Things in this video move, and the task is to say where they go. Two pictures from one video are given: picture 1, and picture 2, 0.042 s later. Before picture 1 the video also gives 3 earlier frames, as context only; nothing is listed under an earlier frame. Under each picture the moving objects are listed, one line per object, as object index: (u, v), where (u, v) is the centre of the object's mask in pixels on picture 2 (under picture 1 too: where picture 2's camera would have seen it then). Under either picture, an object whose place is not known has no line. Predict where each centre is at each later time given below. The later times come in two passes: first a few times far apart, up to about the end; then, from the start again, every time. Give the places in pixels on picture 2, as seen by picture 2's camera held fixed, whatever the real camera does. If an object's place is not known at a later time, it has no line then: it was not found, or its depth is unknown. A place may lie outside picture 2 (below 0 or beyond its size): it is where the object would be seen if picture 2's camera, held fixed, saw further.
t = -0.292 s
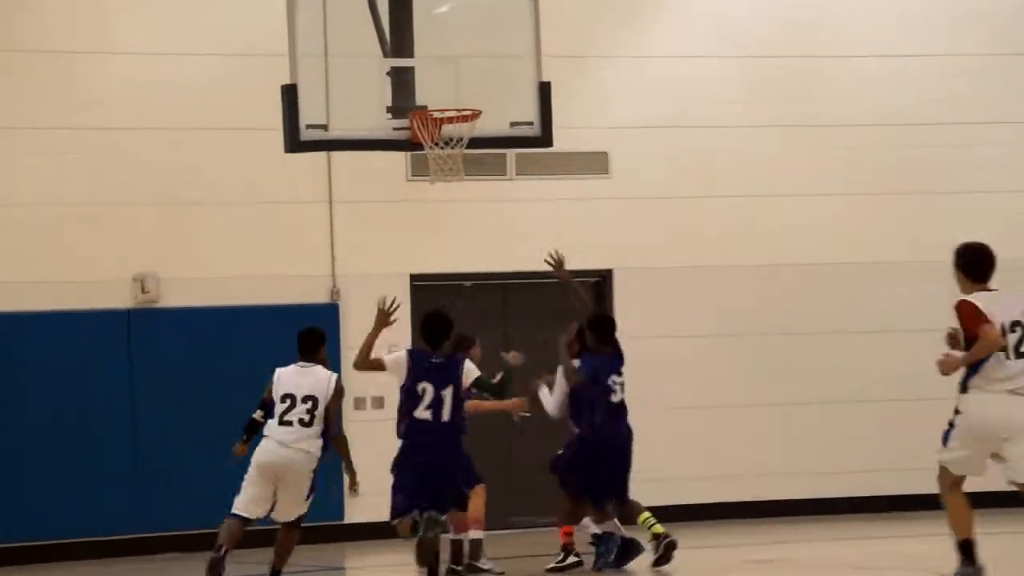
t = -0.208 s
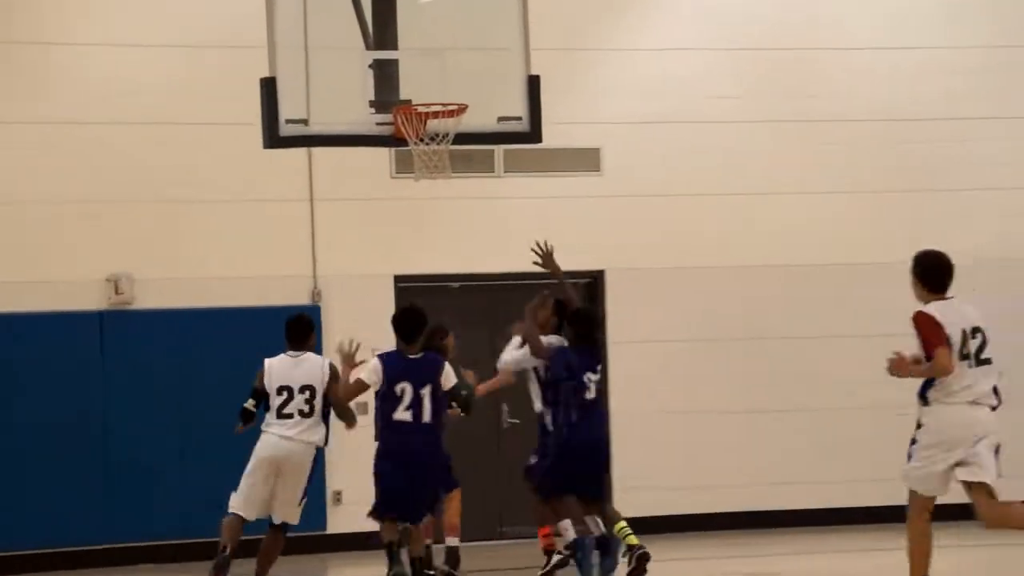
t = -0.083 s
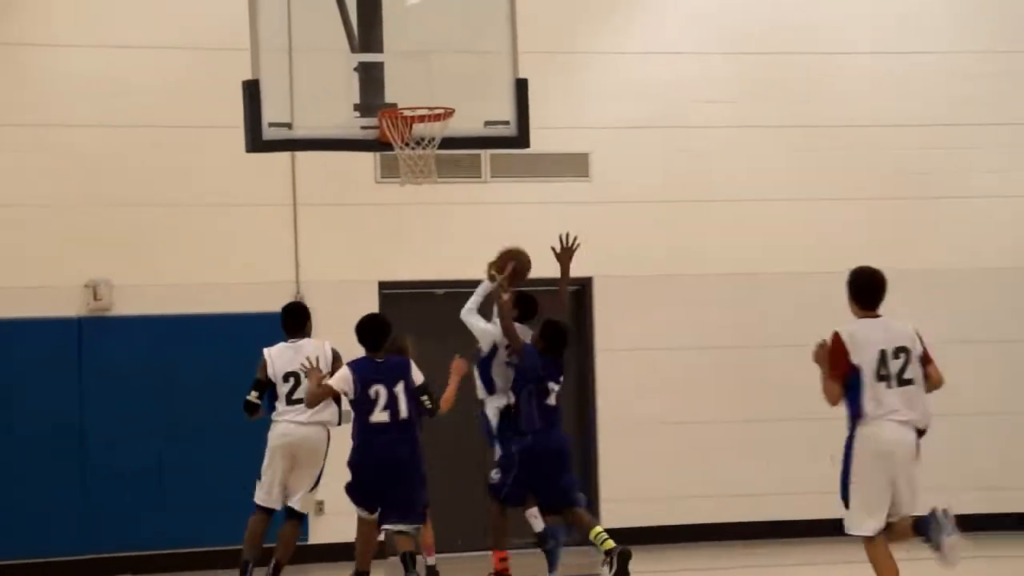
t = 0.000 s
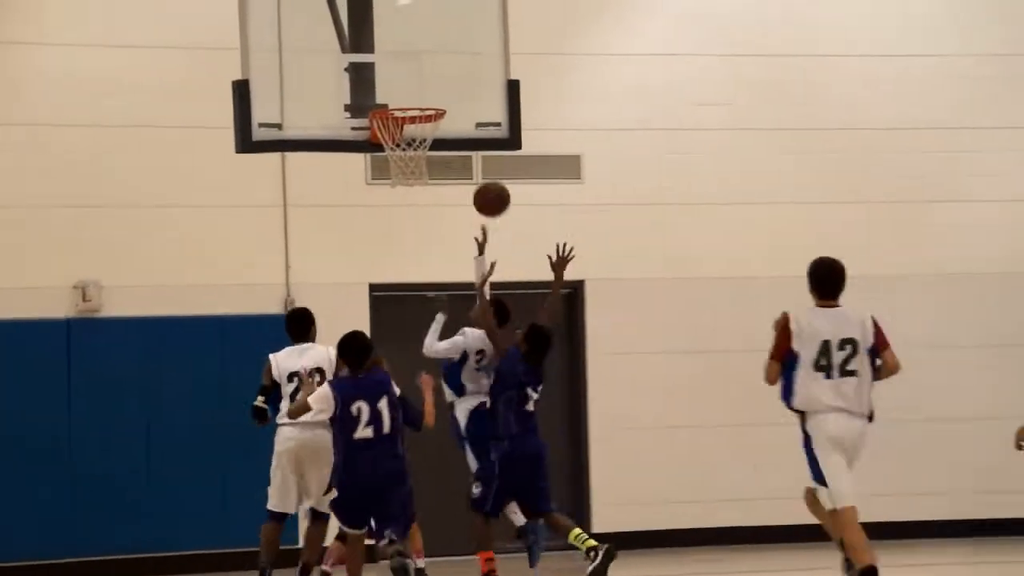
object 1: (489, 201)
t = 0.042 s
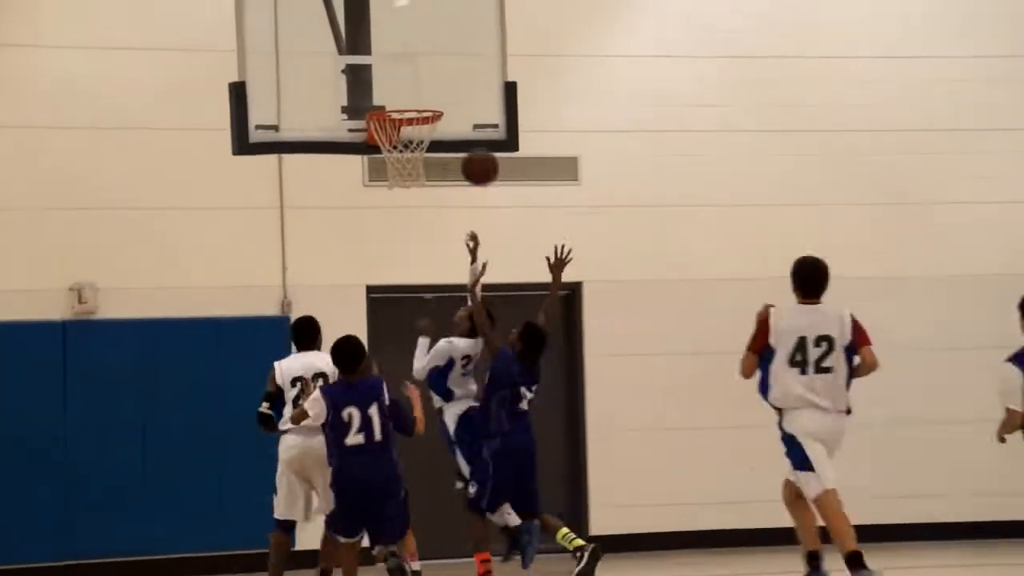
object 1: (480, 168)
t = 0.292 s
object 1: (430, 20)
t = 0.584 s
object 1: (412, -1)
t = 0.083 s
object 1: (472, 137)
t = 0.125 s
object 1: (464, 108)
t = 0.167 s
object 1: (455, 82)
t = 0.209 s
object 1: (447, 59)
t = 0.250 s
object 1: (438, 39)
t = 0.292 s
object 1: (430, 20)
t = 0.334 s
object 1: (424, 8)
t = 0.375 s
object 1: (423, 0)
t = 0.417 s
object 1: (422, -6)
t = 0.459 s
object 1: (419, -9)
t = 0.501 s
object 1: (416, -9)
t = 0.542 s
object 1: (414, -5)
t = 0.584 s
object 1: (412, -1)
